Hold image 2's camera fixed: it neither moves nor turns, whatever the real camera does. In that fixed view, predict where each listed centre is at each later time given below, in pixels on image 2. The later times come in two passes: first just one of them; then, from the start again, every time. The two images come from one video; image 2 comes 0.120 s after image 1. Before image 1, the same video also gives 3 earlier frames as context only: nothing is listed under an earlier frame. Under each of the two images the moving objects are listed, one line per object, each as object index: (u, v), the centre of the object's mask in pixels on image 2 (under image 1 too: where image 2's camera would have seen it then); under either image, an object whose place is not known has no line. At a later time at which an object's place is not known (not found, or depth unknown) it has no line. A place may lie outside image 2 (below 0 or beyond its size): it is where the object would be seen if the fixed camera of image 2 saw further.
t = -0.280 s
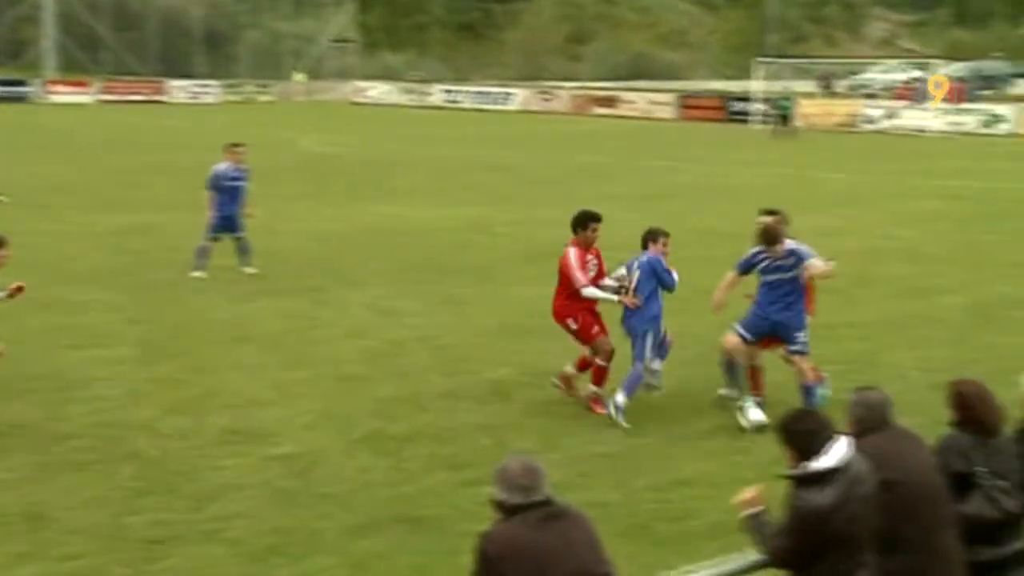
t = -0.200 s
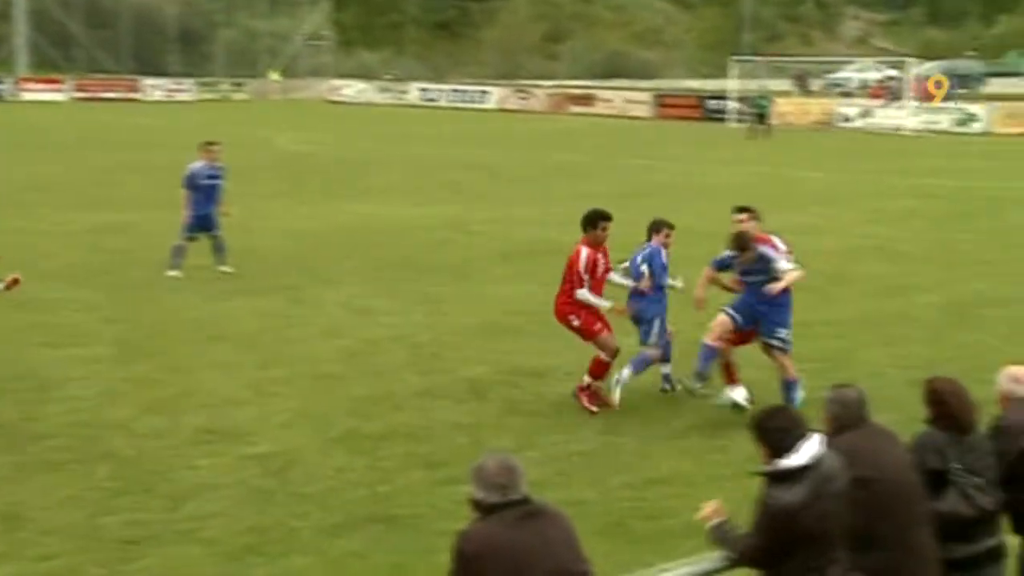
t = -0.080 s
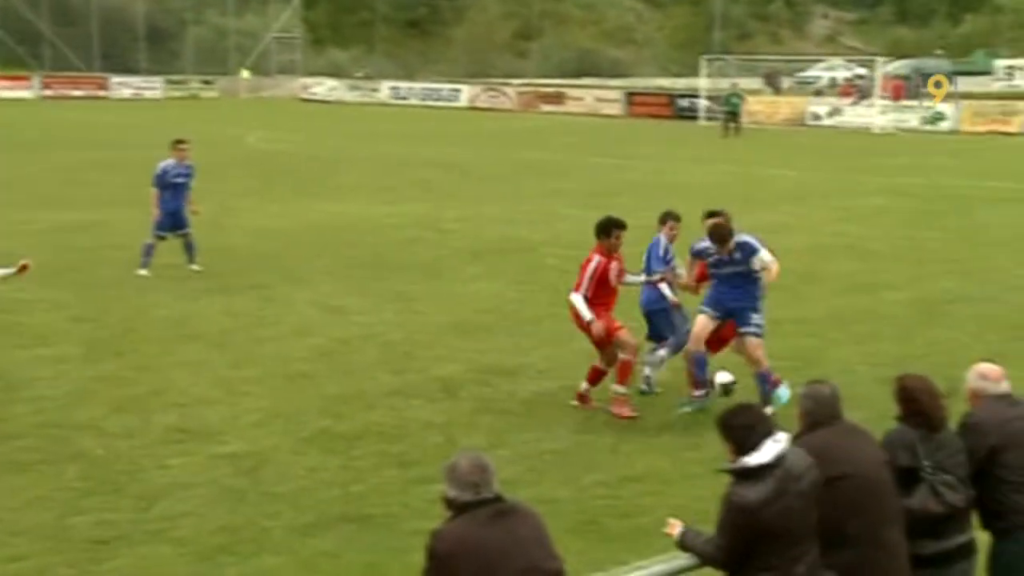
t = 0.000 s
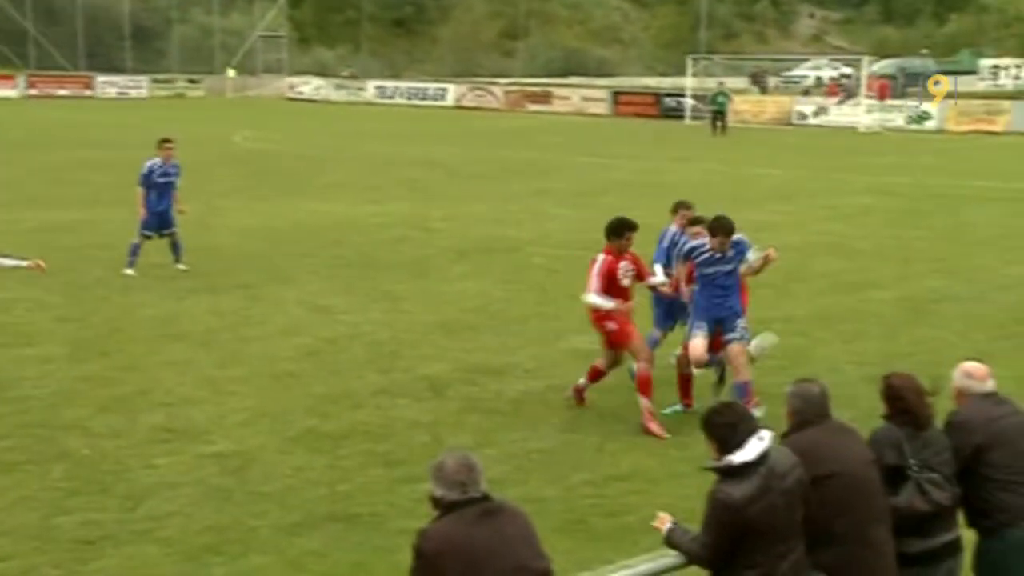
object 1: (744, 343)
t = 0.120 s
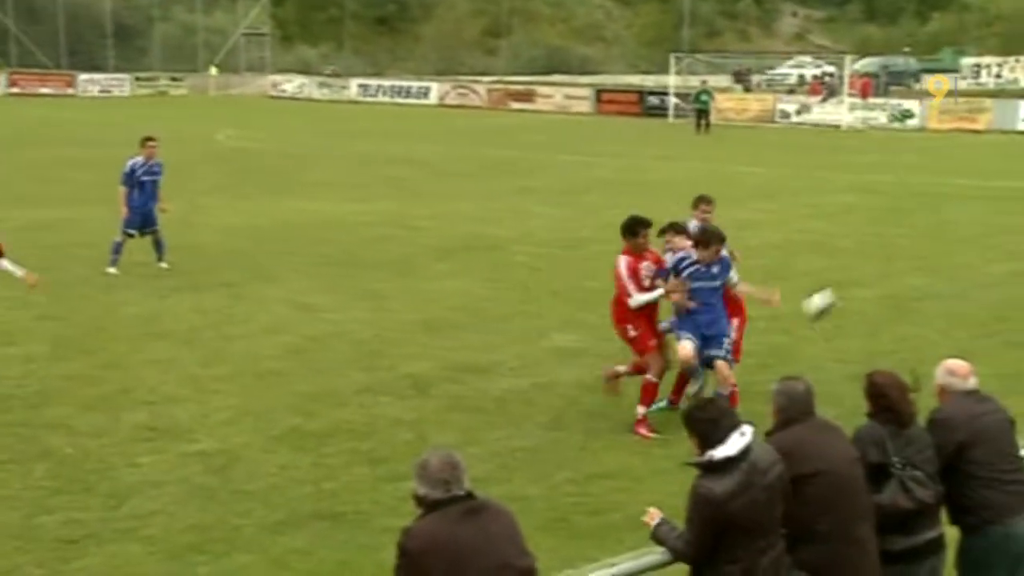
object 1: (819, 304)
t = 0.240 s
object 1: (895, 277)
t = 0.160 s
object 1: (844, 292)
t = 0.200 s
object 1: (869, 282)
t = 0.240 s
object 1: (895, 277)
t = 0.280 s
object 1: (915, 274)
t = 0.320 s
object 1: (935, 273)
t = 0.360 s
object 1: (955, 271)
